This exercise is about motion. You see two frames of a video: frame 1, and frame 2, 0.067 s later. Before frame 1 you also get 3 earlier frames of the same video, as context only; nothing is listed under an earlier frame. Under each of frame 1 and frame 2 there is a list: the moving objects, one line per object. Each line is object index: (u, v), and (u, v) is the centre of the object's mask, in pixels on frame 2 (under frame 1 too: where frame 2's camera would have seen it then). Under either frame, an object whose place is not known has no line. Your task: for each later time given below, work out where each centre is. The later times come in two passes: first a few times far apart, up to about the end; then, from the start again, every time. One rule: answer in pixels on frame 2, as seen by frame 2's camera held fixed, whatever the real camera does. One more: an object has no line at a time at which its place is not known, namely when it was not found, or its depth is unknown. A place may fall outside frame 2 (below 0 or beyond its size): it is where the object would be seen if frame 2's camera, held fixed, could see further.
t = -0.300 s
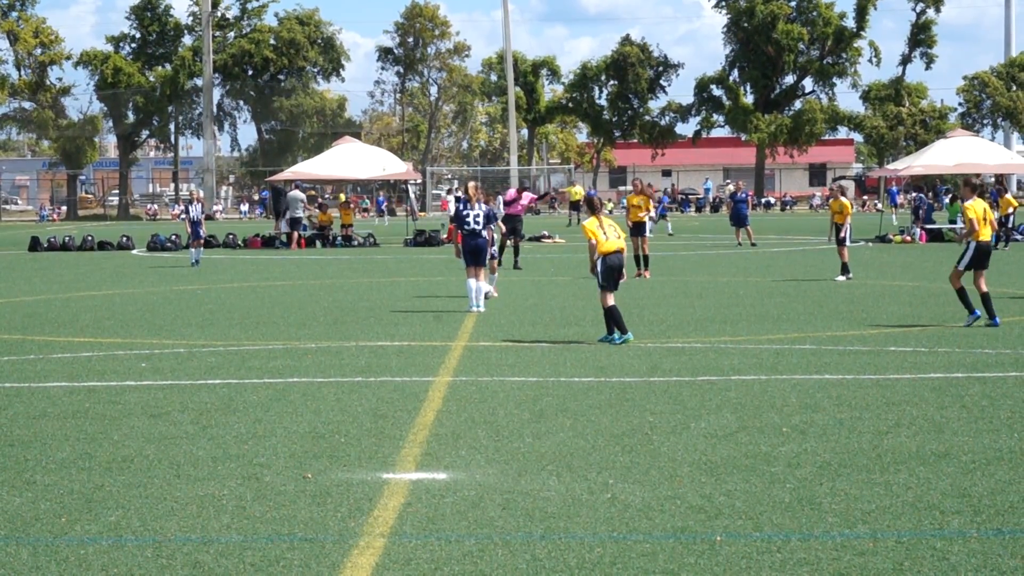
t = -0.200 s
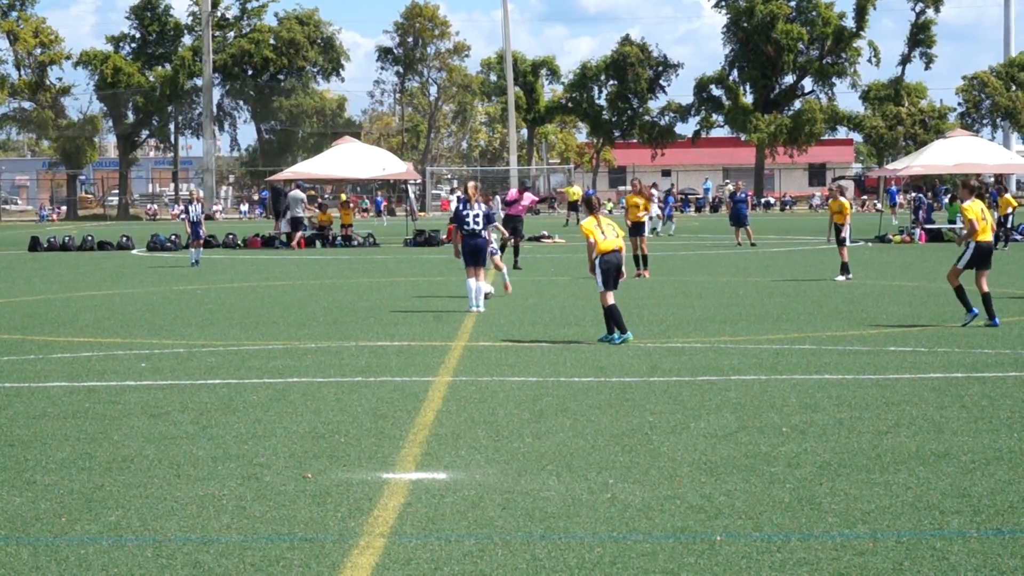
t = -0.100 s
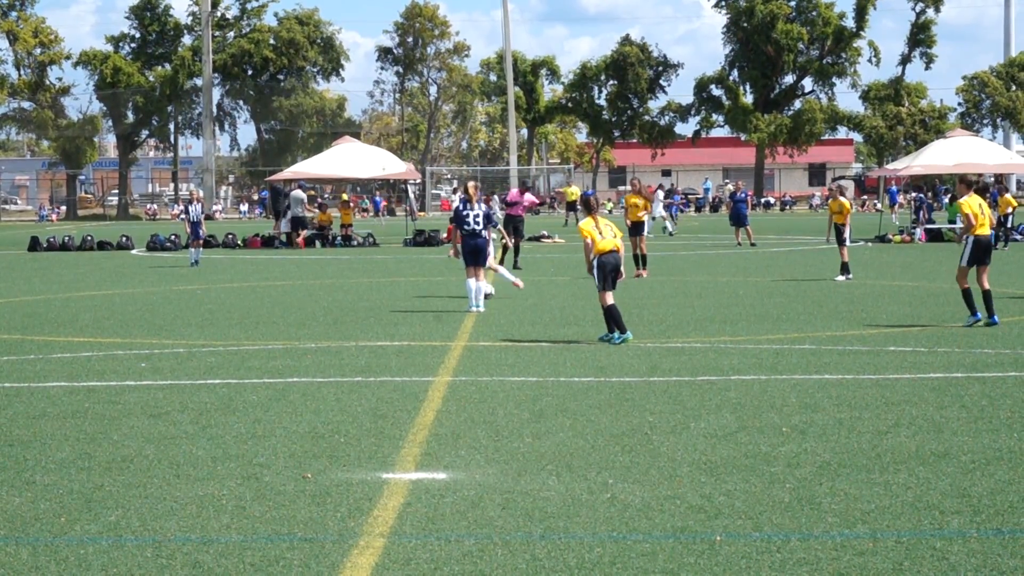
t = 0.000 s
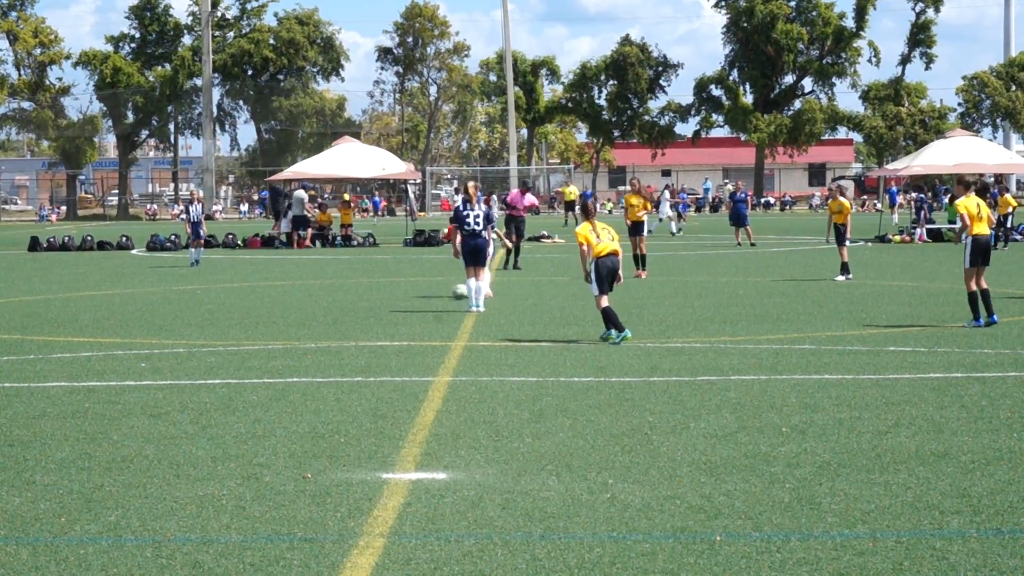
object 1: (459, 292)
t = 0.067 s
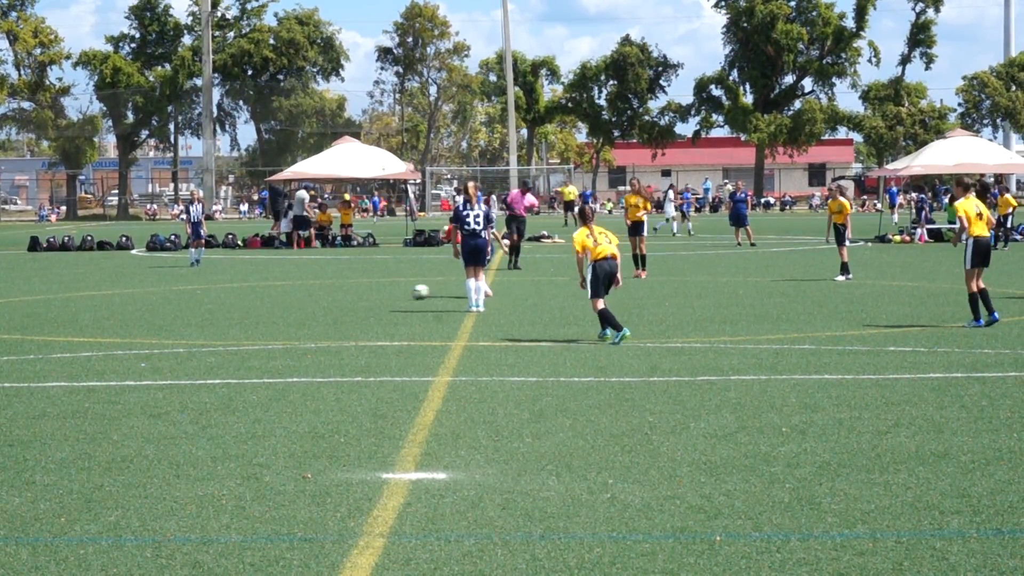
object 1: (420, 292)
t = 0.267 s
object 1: (314, 294)
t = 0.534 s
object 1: (201, 297)
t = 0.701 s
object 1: (143, 299)
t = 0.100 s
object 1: (401, 292)
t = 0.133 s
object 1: (382, 292)
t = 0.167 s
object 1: (364, 293)
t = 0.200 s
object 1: (347, 293)
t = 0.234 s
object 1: (330, 293)
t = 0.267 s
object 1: (314, 294)
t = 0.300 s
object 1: (298, 294)
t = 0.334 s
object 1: (282, 295)
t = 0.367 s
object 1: (268, 295)
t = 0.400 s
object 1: (254, 295)
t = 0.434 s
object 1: (240, 295)
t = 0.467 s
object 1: (226, 295)
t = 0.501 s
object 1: (213, 296)
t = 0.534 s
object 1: (201, 297)
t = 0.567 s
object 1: (188, 297)
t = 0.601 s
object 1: (178, 297)
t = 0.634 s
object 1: (166, 298)
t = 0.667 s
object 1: (154, 298)
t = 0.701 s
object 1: (143, 299)
